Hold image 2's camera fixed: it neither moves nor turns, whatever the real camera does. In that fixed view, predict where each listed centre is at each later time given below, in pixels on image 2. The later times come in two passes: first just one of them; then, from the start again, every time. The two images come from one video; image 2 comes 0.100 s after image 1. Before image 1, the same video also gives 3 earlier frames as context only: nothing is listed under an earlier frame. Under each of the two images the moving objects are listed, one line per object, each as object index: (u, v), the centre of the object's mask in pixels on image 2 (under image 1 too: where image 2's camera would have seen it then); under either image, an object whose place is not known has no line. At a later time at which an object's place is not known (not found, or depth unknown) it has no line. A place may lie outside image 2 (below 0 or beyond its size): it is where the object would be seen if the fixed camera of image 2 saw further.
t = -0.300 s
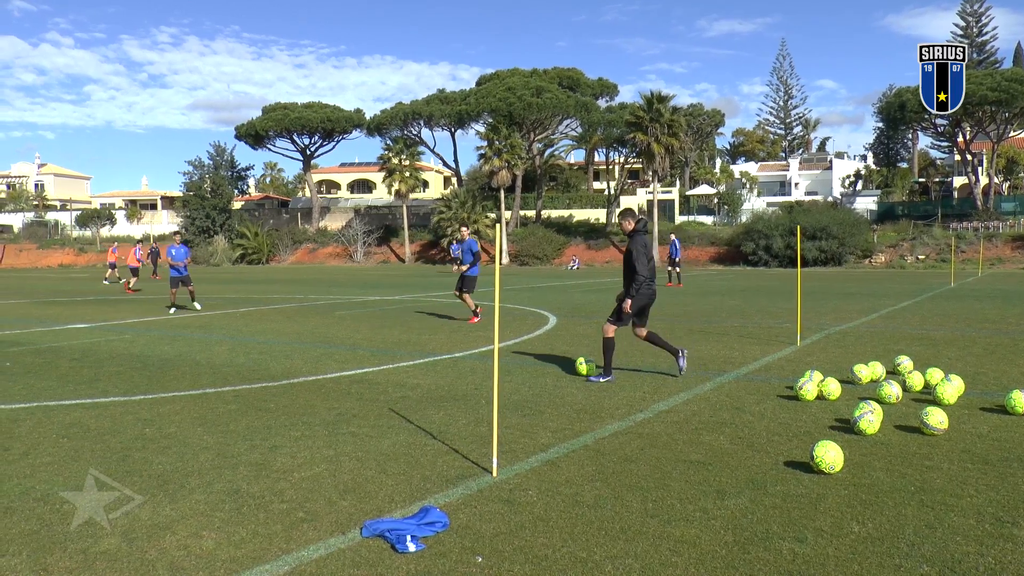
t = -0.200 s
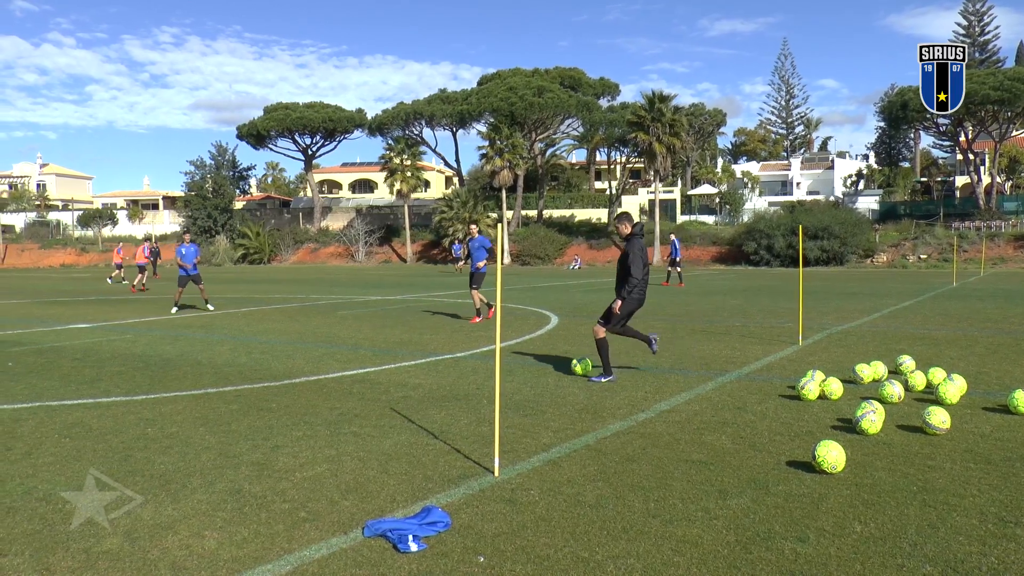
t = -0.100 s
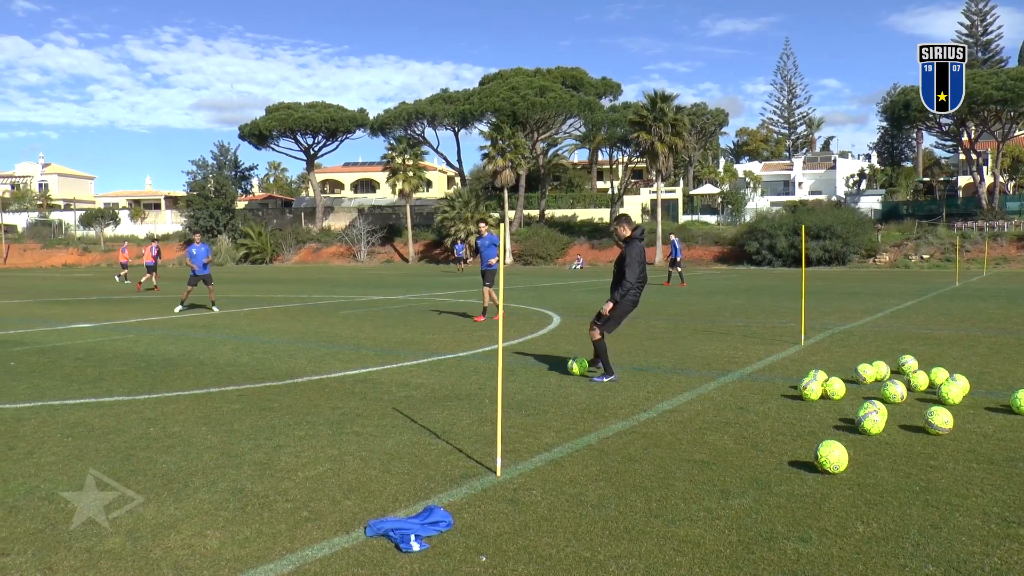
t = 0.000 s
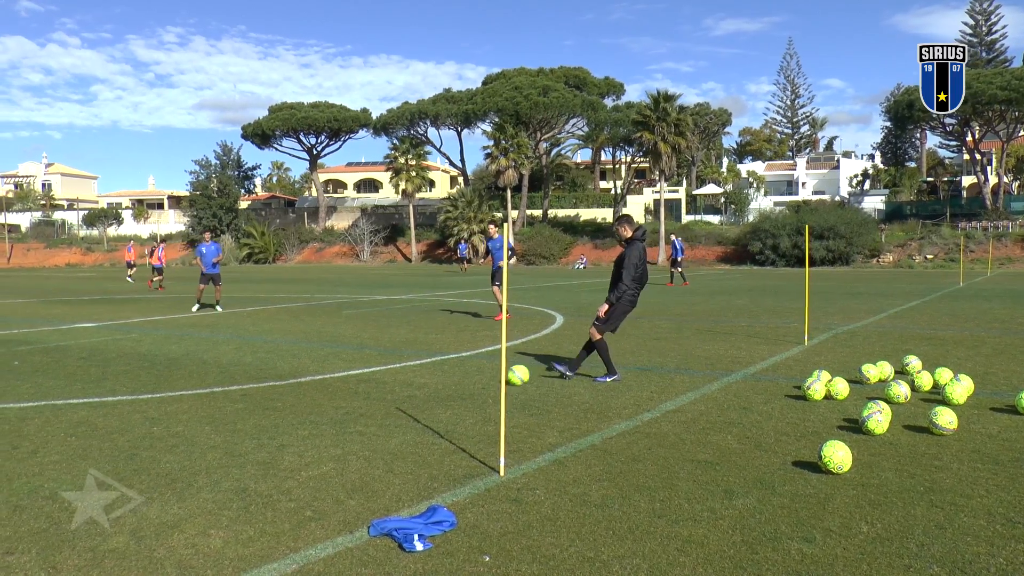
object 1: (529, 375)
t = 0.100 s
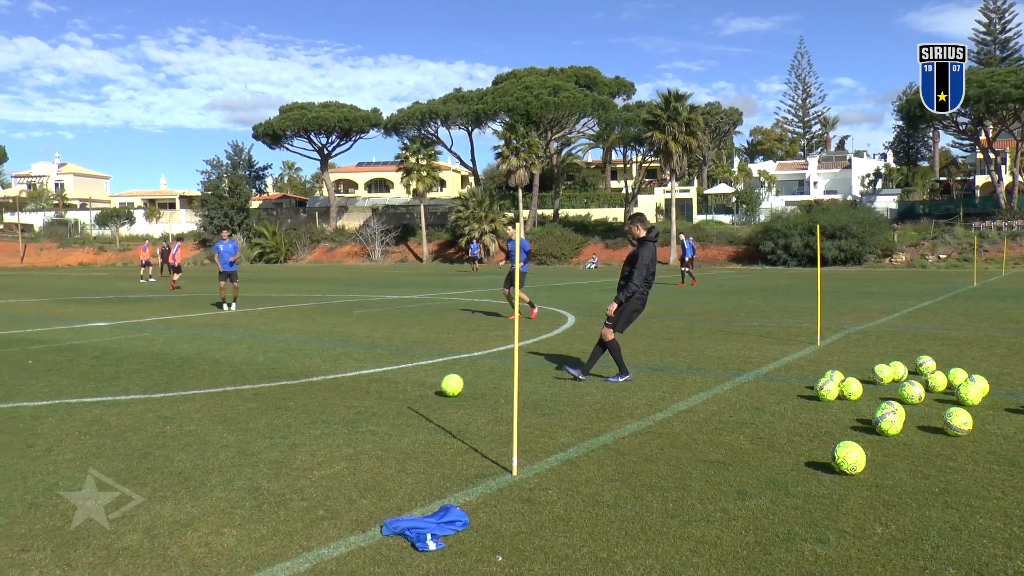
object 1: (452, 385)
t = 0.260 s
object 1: (323, 399)
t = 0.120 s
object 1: (436, 388)
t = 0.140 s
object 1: (420, 391)
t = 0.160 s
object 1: (404, 392)
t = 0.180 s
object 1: (389, 392)
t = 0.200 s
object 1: (373, 393)
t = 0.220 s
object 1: (357, 395)
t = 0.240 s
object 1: (341, 397)
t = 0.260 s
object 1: (323, 399)
